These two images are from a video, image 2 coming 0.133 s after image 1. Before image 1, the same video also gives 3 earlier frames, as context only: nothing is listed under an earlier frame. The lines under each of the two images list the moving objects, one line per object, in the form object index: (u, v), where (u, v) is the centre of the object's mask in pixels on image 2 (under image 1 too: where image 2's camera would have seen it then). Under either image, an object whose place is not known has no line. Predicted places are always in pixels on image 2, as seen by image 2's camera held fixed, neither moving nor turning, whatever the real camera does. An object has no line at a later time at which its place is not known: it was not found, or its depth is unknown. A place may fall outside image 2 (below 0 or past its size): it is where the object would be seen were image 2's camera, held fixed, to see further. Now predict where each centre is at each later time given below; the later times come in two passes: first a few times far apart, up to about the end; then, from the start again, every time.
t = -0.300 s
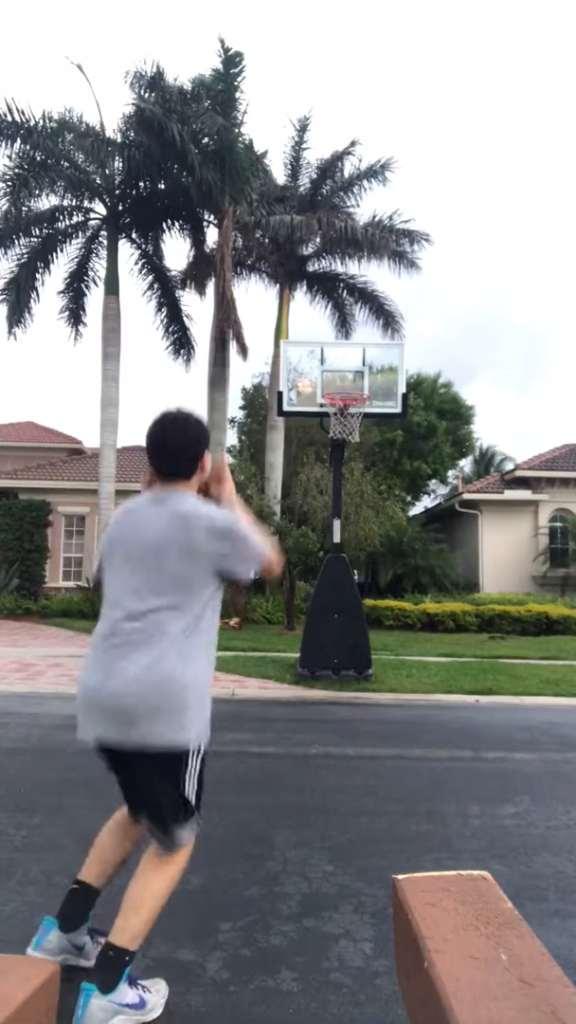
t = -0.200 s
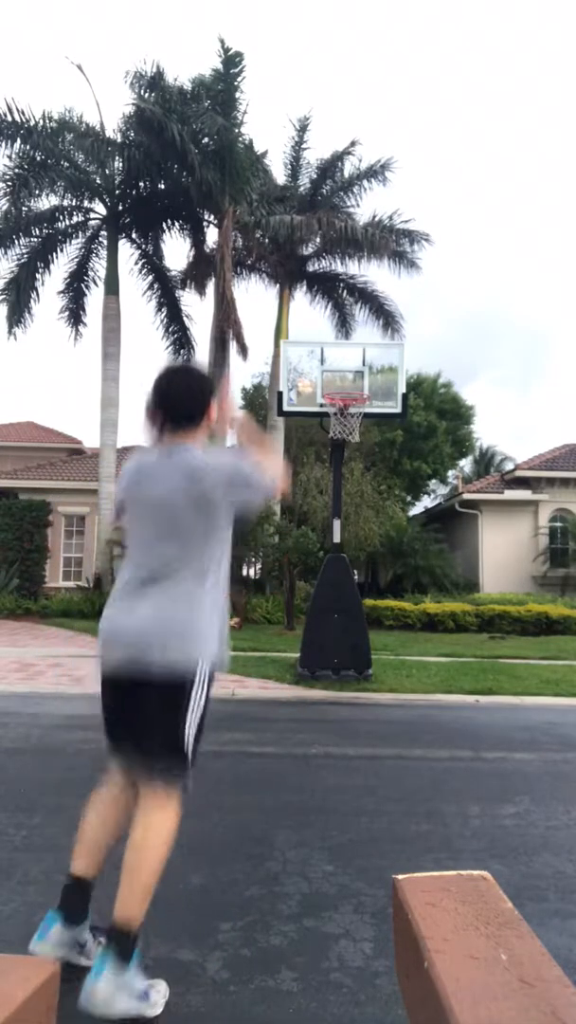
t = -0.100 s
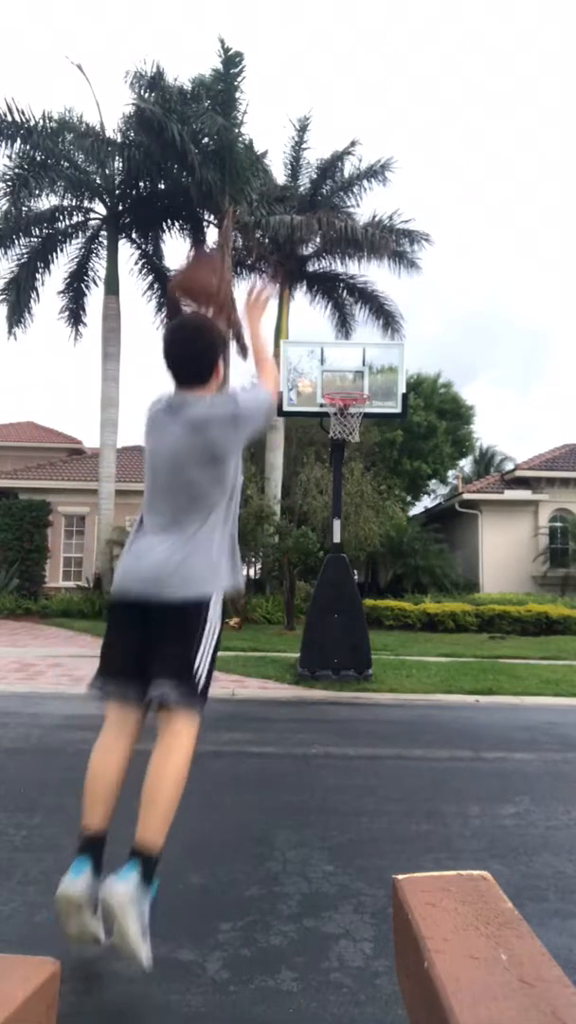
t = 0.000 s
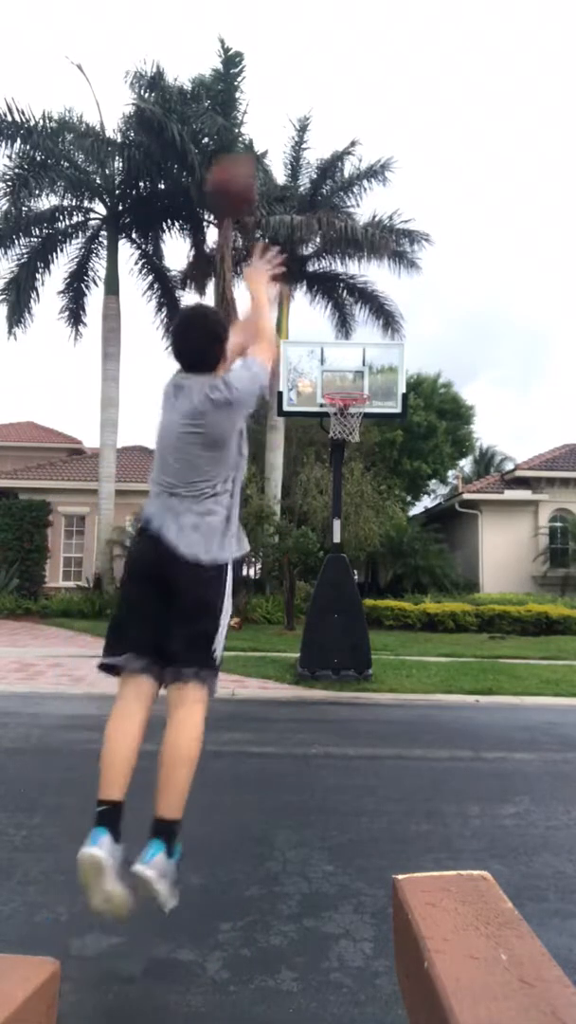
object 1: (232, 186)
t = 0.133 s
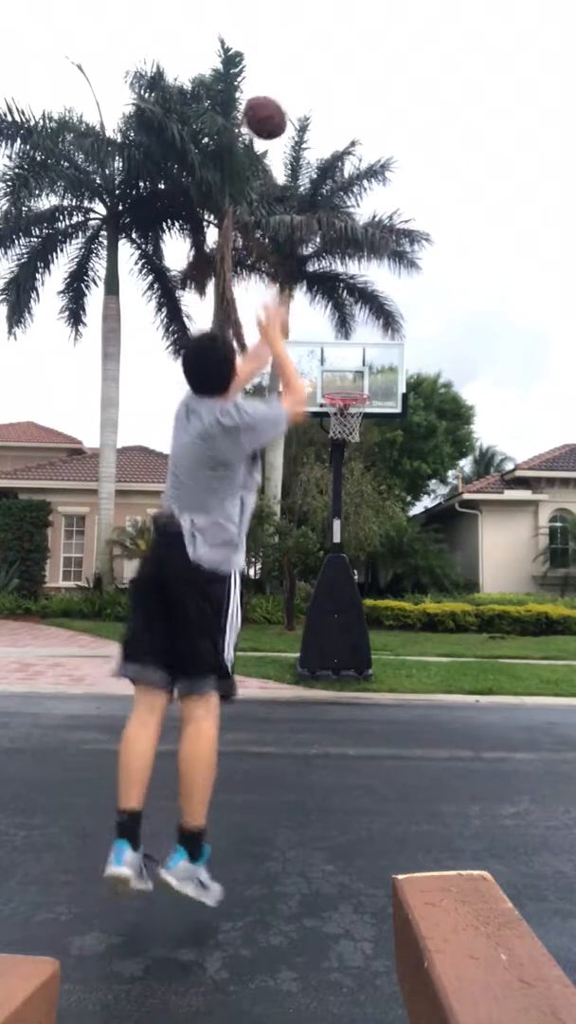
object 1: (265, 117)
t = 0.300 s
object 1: (291, 93)
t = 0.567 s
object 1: (314, 132)
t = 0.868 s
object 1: (332, 243)
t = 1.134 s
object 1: (338, 384)
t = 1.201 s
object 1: (344, 426)
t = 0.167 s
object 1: (271, 109)
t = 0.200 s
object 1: (277, 101)
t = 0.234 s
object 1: (282, 97)
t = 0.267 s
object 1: (287, 94)
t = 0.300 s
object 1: (291, 93)
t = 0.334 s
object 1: (295, 93)
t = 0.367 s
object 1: (299, 95)
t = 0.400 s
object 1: (302, 99)
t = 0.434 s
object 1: (305, 103)
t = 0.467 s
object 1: (308, 109)
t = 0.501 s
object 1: (310, 115)
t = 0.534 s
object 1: (313, 123)
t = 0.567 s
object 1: (314, 132)
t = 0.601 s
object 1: (317, 142)
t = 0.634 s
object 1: (320, 153)
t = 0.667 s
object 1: (323, 164)
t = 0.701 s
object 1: (324, 172)
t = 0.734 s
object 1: (326, 187)
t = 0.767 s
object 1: (327, 200)
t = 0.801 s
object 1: (329, 215)
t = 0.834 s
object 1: (331, 229)
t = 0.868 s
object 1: (332, 243)
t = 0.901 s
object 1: (334, 259)
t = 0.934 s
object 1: (334, 279)
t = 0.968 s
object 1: (336, 293)
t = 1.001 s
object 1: (338, 313)
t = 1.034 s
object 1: (340, 330)
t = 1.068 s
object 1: (340, 349)
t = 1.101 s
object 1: (338, 377)
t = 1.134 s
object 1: (338, 384)
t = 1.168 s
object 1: (342, 398)
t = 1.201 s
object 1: (344, 426)
